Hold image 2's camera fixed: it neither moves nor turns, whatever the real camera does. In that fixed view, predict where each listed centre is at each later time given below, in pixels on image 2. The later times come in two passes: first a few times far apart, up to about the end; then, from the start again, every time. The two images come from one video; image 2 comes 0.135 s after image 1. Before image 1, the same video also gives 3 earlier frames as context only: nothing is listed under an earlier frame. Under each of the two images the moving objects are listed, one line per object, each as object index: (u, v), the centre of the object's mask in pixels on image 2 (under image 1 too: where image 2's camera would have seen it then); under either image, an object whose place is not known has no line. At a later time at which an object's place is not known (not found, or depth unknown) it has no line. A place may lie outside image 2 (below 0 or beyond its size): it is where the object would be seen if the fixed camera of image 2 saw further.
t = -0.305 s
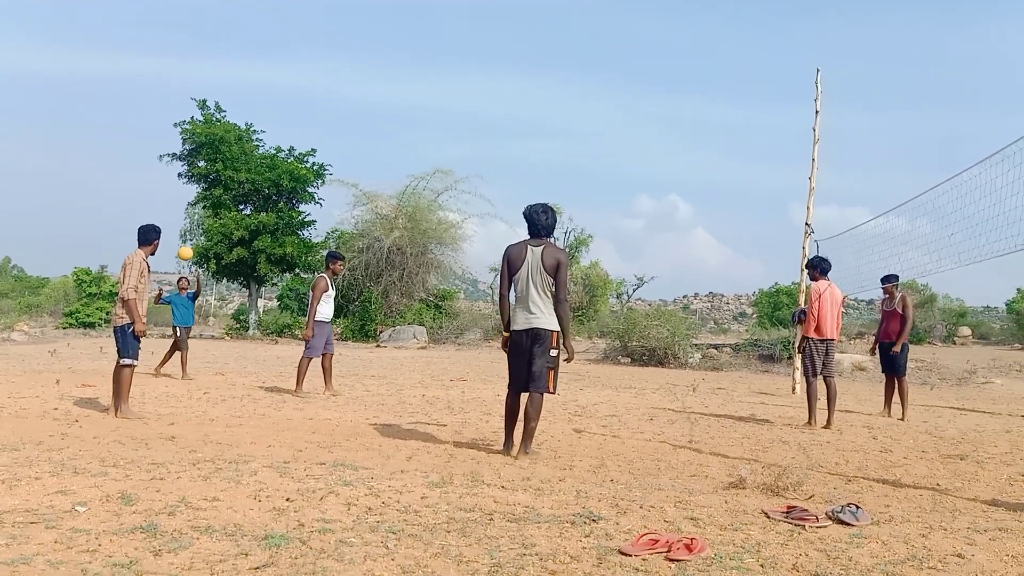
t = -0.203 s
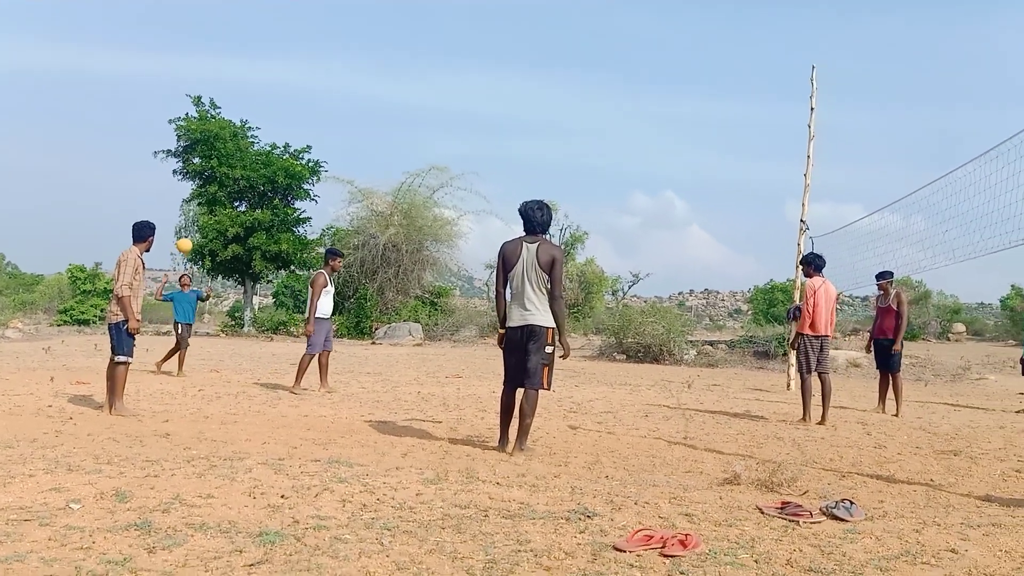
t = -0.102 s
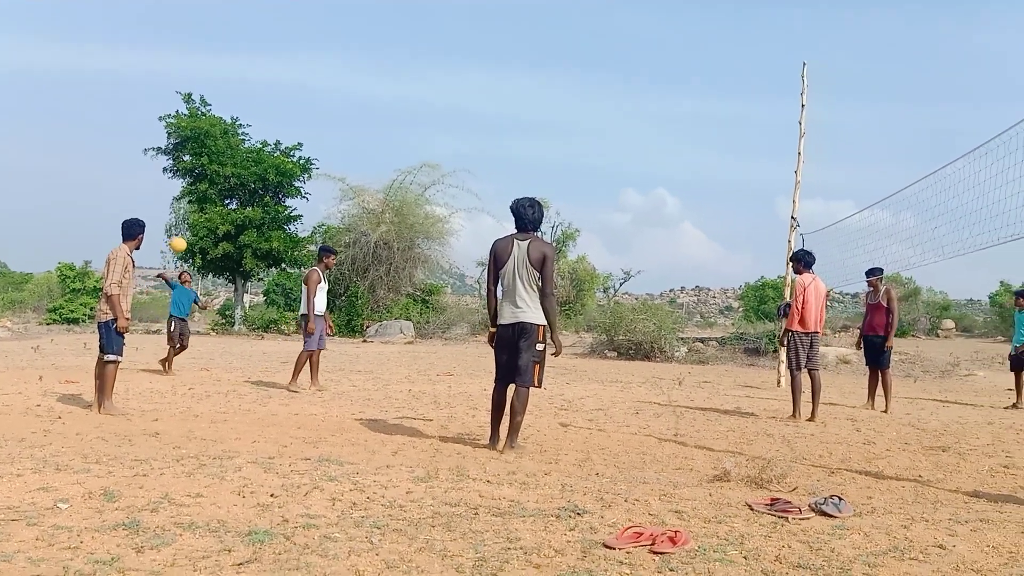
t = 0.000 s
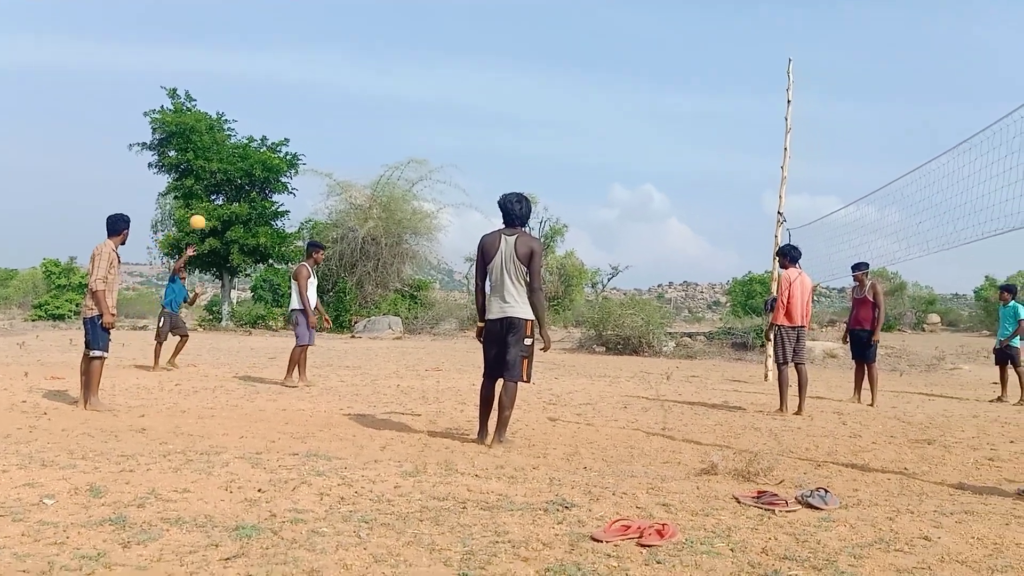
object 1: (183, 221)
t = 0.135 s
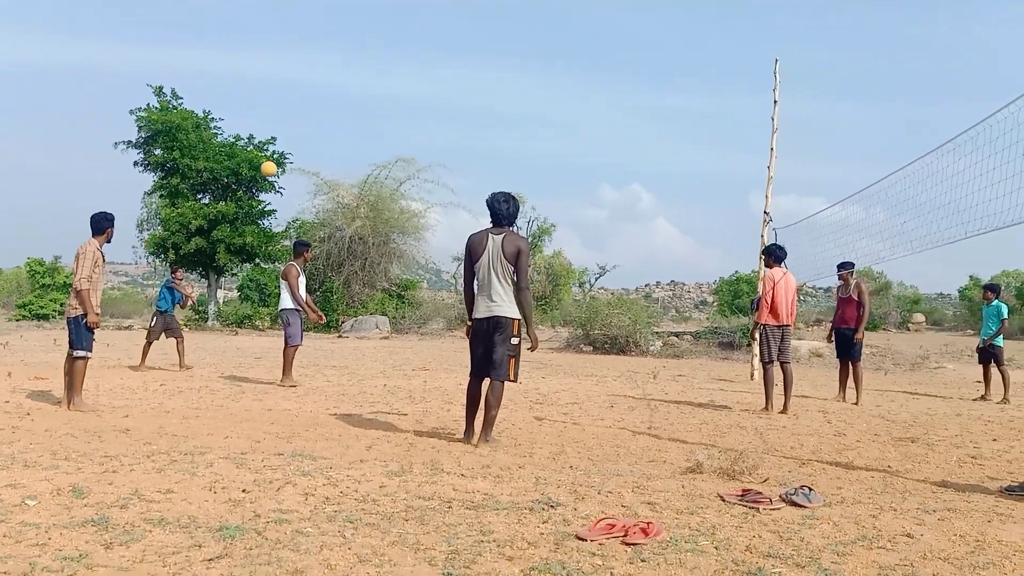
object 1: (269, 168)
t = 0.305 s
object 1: (383, 118)
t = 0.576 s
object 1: (592, 76)
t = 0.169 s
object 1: (291, 157)
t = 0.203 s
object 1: (313, 146)
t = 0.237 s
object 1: (336, 136)
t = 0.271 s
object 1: (360, 127)
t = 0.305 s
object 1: (383, 118)
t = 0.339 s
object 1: (408, 110)
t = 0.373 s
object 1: (433, 103)
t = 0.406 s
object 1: (459, 96)
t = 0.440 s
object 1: (484, 91)
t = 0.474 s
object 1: (510, 87)
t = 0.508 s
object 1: (537, 81)
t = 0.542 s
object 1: (564, 78)
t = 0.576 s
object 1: (592, 76)
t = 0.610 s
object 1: (620, 75)
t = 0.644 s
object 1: (647, 75)
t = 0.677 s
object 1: (674, 77)
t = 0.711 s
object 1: (704, 78)
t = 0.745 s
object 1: (733, 81)
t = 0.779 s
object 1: (763, 84)
